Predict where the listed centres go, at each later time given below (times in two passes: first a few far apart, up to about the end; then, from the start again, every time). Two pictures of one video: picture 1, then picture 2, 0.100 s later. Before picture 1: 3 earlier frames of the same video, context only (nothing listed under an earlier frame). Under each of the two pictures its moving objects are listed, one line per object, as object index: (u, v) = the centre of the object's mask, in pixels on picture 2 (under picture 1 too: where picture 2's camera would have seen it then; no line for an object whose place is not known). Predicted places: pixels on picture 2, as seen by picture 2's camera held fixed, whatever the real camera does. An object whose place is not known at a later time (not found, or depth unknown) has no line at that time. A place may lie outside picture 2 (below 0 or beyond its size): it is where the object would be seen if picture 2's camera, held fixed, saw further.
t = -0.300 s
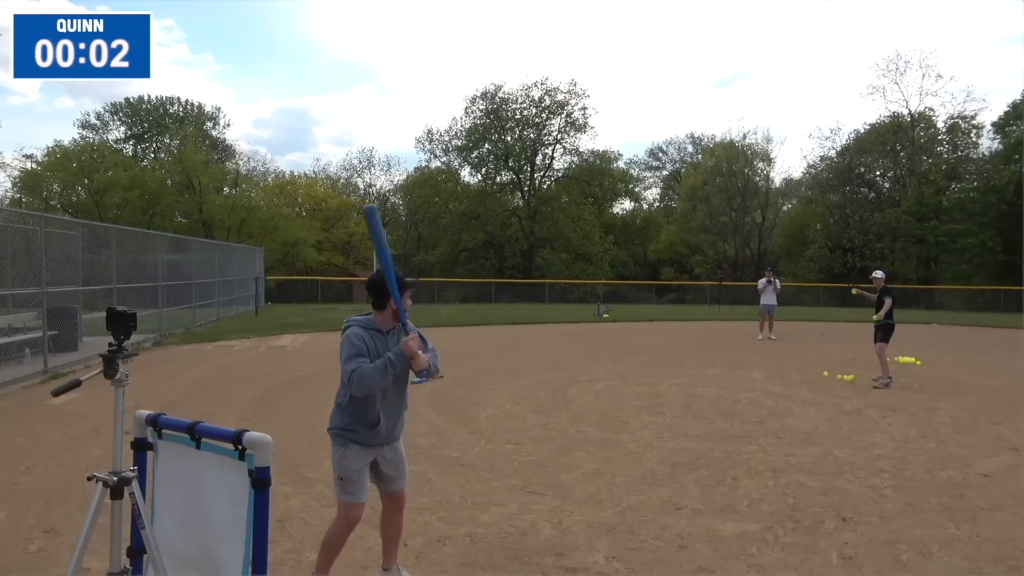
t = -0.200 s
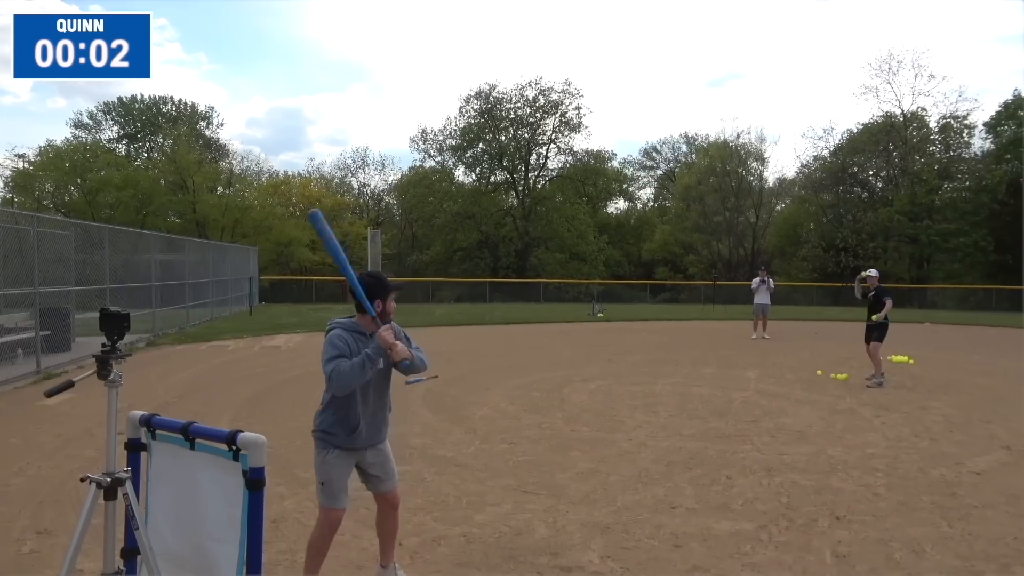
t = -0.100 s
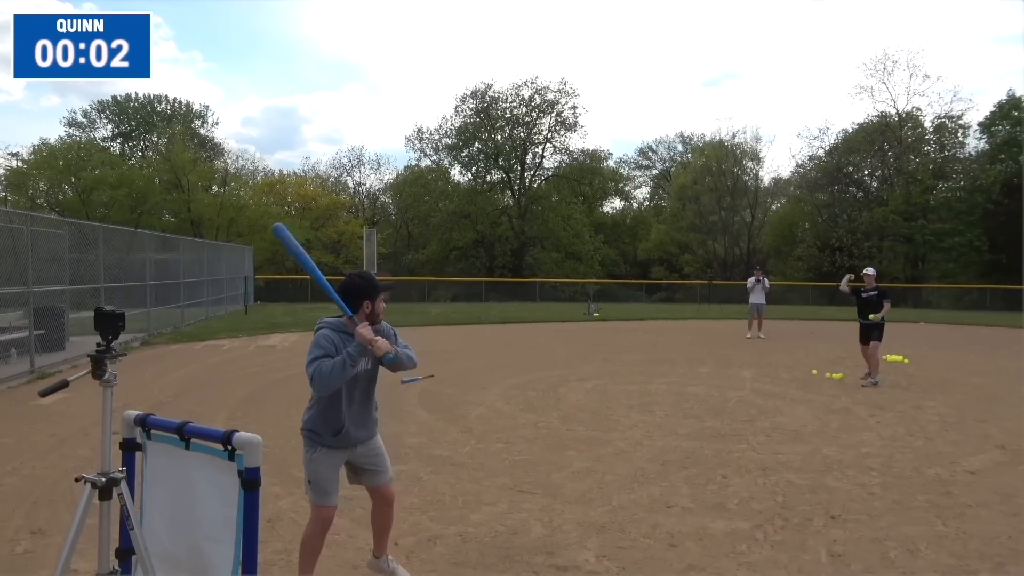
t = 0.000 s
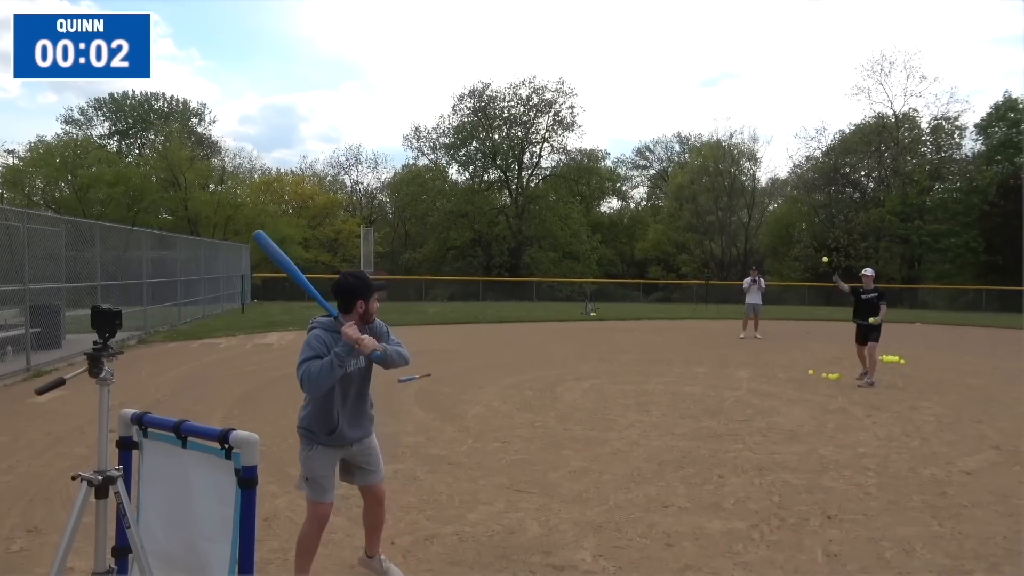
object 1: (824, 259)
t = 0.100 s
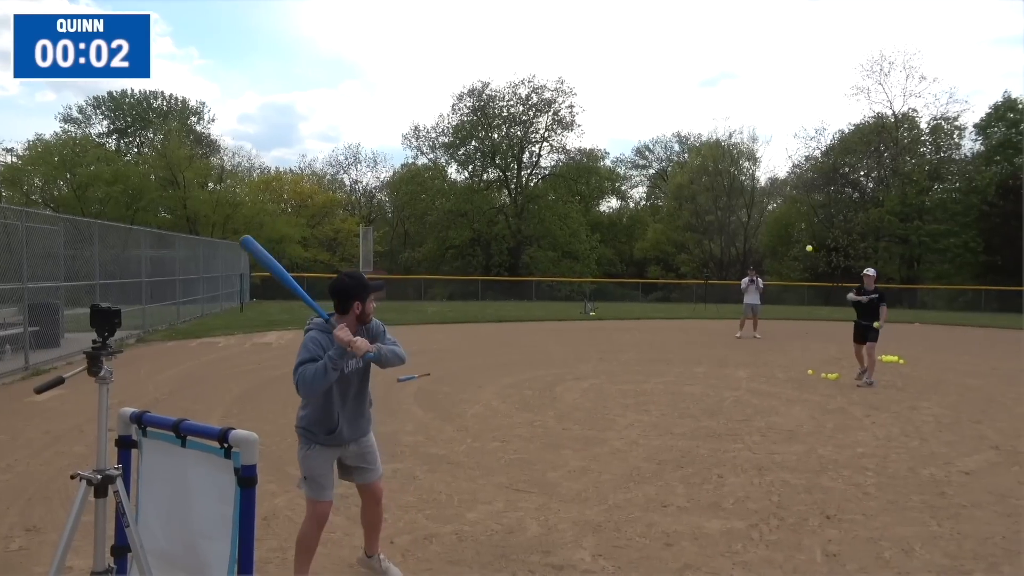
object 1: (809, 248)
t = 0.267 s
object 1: (768, 242)
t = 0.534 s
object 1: (621, 301)
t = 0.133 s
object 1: (802, 245)
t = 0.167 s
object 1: (795, 243)
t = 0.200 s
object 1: (787, 242)
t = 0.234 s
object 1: (778, 242)
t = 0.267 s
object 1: (768, 242)
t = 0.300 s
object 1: (756, 244)
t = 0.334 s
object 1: (744, 246)
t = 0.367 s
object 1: (729, 250)
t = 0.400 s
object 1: (713, 255)
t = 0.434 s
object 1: (695, 263)
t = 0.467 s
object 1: (673, 272)
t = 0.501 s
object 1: (649, 285)
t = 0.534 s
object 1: (621, 301)
